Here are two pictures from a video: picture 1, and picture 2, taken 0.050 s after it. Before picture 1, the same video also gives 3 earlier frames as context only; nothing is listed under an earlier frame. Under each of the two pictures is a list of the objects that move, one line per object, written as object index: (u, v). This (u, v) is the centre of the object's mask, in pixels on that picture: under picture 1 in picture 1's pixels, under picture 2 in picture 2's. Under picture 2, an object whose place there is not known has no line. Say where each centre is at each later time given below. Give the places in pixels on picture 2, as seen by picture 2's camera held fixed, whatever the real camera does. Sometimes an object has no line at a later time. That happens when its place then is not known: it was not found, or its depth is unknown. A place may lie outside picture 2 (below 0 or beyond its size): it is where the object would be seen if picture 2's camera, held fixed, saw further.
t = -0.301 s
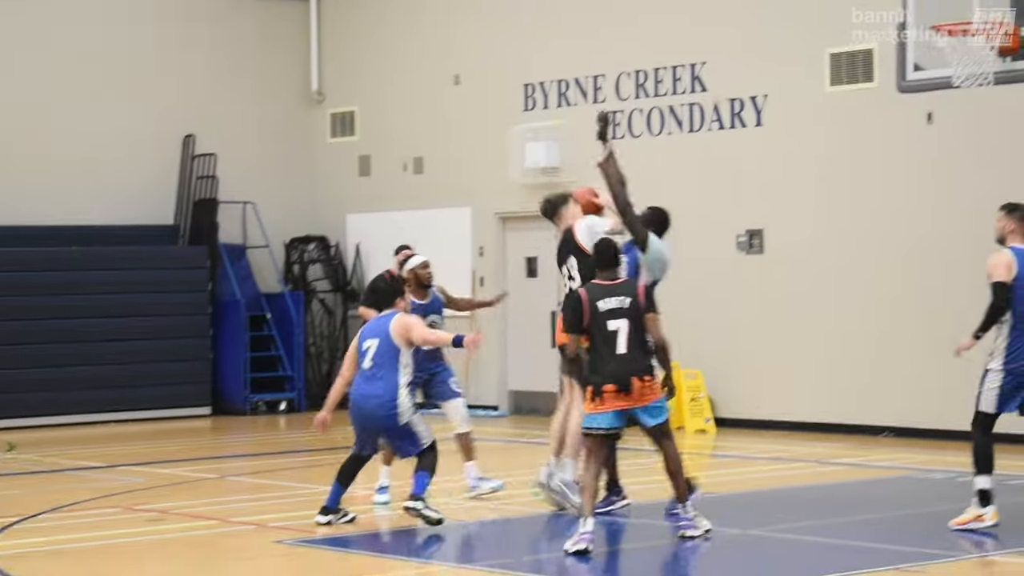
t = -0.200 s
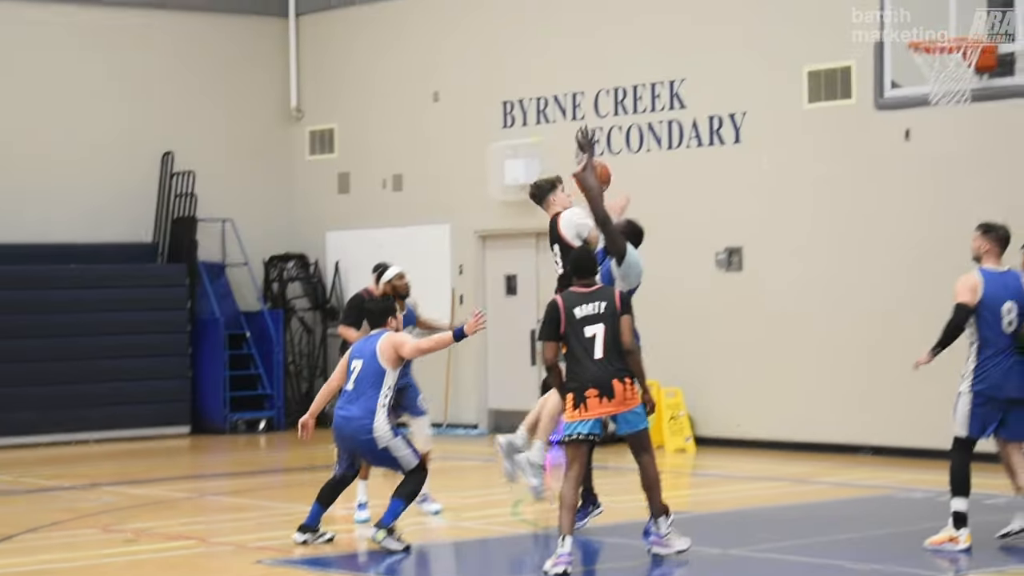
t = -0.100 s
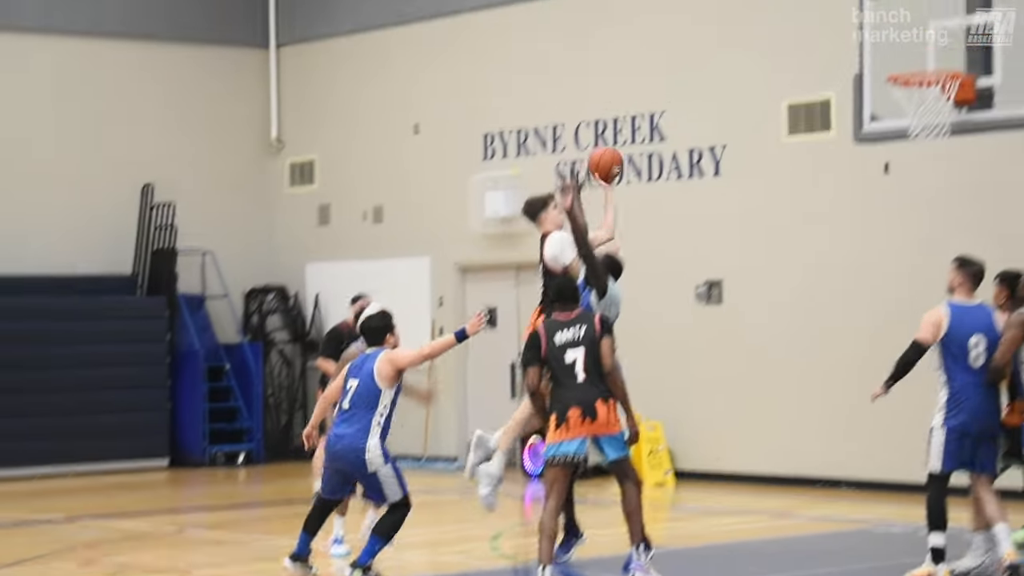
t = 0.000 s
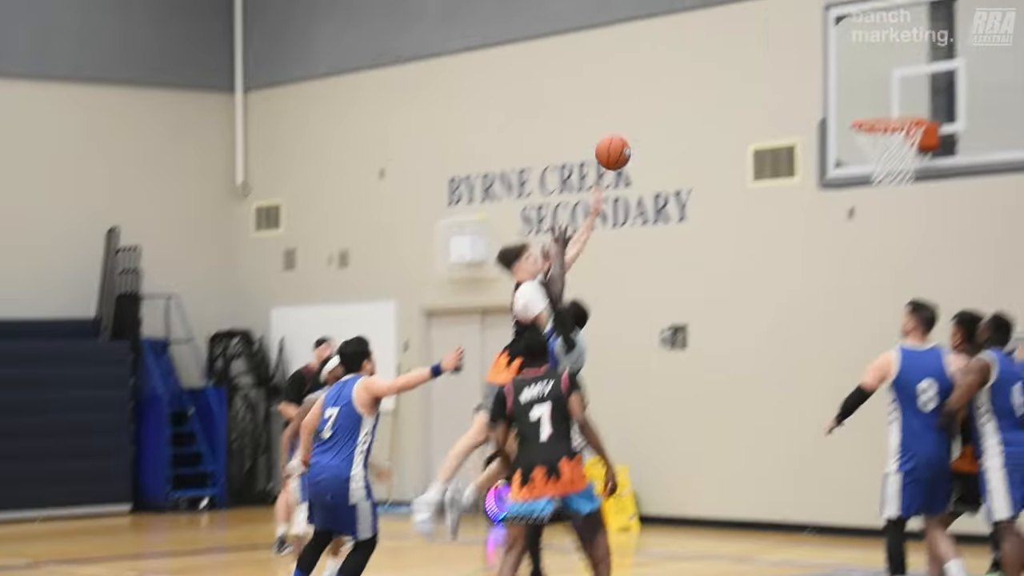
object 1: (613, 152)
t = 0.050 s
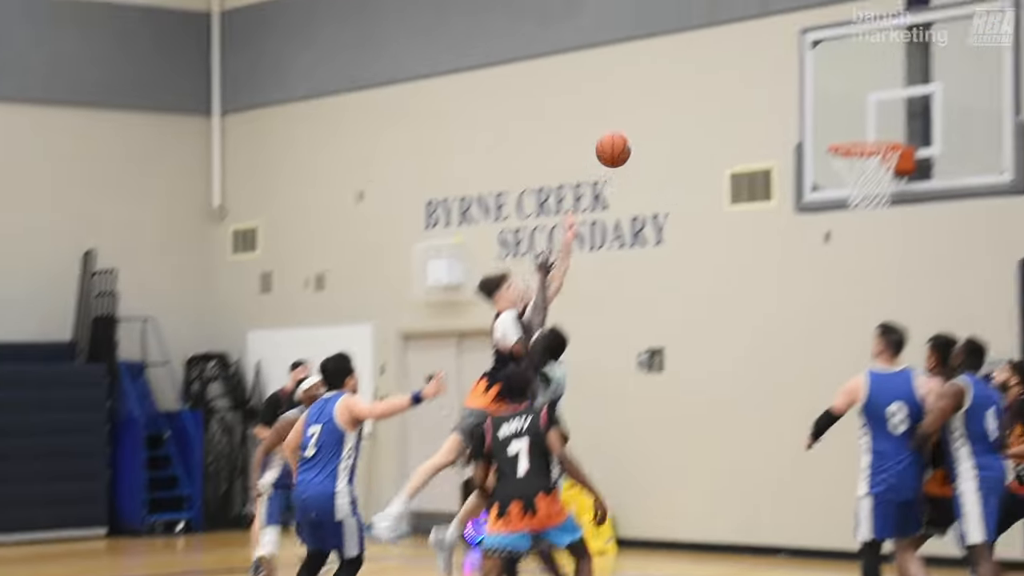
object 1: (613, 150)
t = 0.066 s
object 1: (622, 142)
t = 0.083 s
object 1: (630, 134)
